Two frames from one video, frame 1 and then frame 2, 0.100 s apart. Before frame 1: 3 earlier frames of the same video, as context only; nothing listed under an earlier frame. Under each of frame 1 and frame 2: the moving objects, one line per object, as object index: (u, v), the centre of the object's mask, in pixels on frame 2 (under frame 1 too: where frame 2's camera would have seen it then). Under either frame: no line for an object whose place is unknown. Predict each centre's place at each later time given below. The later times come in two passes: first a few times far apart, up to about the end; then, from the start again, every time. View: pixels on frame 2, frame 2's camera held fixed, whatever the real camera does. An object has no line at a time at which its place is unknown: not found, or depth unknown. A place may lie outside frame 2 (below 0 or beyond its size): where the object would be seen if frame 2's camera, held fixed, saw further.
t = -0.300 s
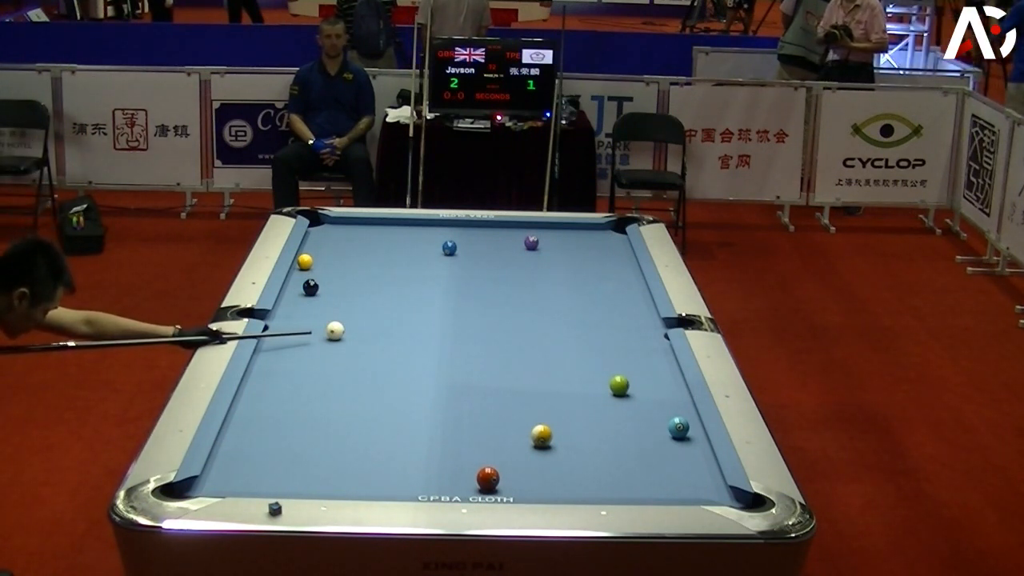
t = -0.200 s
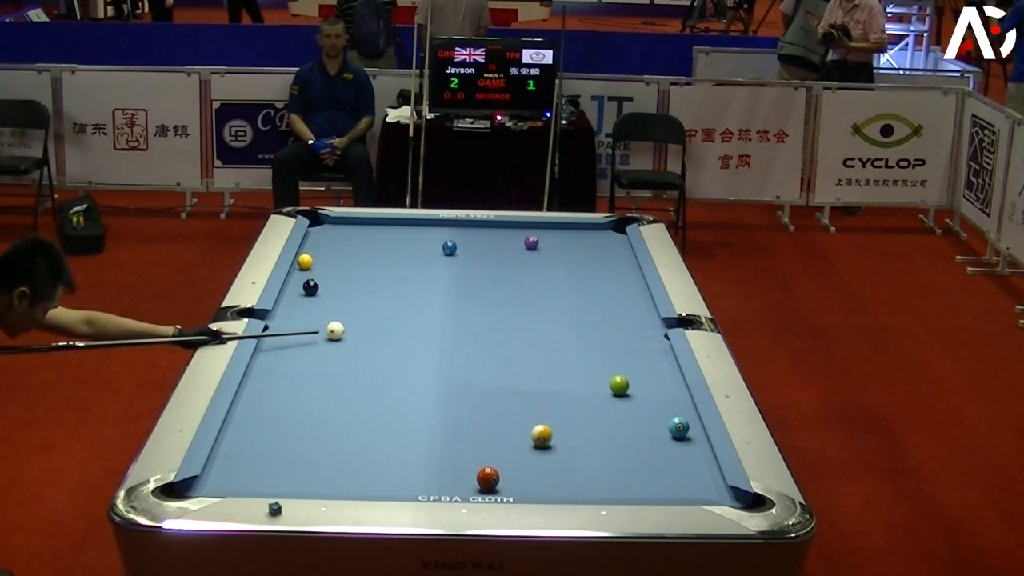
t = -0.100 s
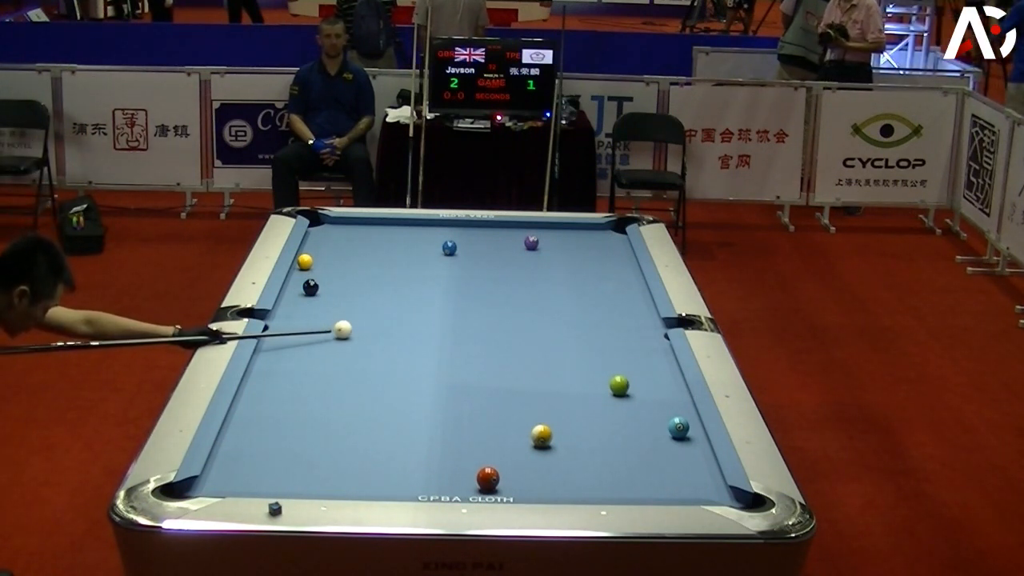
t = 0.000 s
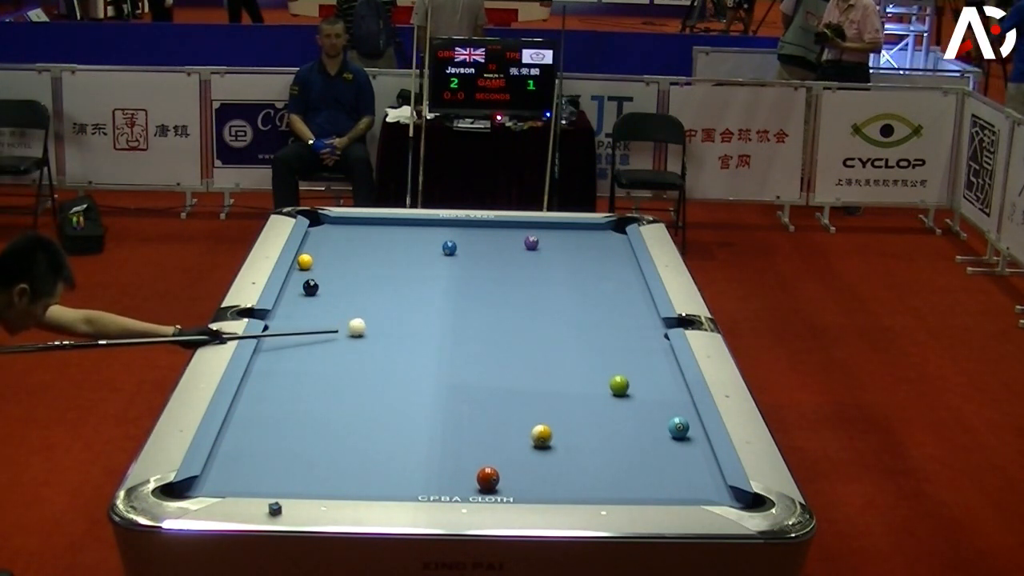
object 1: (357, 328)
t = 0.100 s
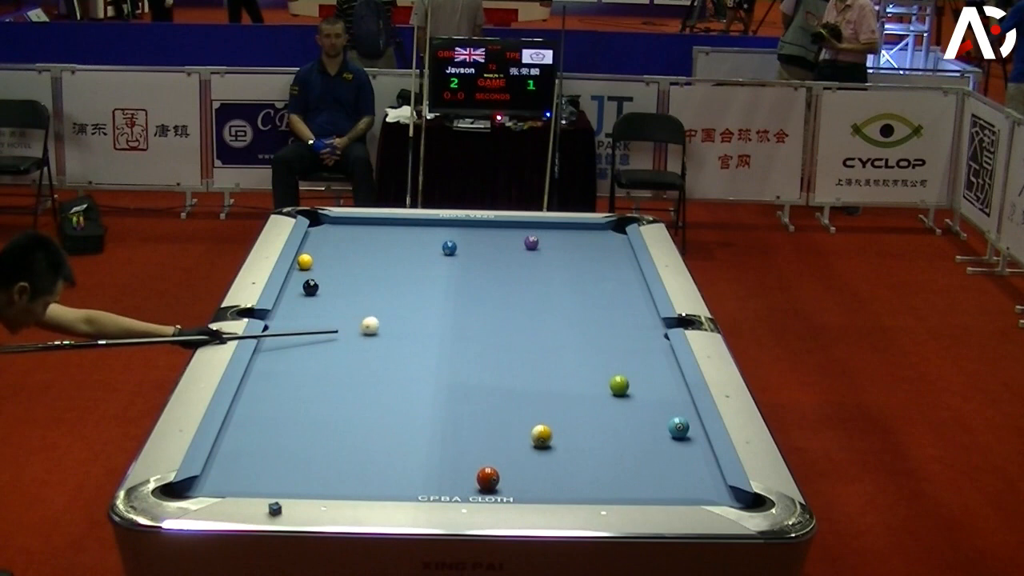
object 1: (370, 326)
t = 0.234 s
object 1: (387, 323)
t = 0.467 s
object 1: (415, 319)
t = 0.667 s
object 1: (438, 316)
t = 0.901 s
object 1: (463, 312)
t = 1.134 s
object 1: (487, 309)
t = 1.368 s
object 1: (509, 306)
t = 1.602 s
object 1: (530, 303)
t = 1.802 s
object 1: (546, 301)
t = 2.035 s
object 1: (564, 299)
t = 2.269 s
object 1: (580, 296)
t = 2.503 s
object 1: (595, 294)
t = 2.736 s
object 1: (609, 293)
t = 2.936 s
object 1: (619, 291)
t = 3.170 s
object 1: (631, 290)
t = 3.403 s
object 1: (640, 288)
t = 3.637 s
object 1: (635, 287)
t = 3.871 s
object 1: (631, 287)
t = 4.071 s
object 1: (629, 286)
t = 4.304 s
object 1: (627, 286)
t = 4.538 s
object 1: (626, 286)
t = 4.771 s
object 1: (626, 286)
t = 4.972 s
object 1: (626, 286)
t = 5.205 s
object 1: (626, 286)
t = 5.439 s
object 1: (626, 286)
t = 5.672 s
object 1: (626, 286)
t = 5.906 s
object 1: (626, 286)
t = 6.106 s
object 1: (626, 286)
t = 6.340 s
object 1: (626, 285)
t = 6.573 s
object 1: (626, 285)
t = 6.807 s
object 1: (626, 286)
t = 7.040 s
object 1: (626, 286)
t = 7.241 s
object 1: (626, 286)
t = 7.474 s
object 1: (626, 286)
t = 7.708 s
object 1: (626, 286)
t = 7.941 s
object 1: (626, 286)
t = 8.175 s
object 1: (626, 286)
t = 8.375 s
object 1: (626, 286)
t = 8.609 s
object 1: (626, 286)
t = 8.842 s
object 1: (626, 286)
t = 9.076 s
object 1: (626, 286)
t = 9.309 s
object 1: (626, 286)
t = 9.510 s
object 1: (626, 286)
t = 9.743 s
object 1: (626, 286)
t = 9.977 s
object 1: (626, 286)
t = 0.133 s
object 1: (374, 325)
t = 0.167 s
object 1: (378, 325)
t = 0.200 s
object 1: (382, 324)
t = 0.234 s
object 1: (387, 323)
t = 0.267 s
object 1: (391, 323)
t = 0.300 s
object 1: (395, 322)
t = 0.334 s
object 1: (399, 321)
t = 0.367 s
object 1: (403, 321)
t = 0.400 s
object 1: (407, 320)
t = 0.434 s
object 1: (411, 320)
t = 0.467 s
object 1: (415, 319)
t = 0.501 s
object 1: (419, 319)
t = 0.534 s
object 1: (423, 318)
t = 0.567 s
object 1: (427, 317)
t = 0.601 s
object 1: (430, 317)
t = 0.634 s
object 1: (434, 317)
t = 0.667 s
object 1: (438, 316)
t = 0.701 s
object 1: (442, 315)
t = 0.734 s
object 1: (446, 315)
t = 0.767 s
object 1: (449, 314)
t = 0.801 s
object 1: (453, 314)
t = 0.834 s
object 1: (456, 313)
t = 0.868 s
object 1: (460, 313)
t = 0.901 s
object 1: (463, 312)
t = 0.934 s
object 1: (467, 312)
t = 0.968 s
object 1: (470, 312)
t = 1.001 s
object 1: (474, 311)
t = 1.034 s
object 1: (477, 310)
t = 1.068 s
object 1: (481, 310)
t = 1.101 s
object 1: (484, 310)
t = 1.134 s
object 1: (487, 309)
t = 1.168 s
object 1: (491, 309)
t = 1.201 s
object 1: (494, 308)
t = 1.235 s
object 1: (497, 308)
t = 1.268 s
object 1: (500, 307)
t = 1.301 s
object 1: (503, 307)
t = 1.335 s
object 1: (506, 306)
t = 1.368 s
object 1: (509, 306)
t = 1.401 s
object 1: (512, 306)
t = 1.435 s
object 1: (515, 305)
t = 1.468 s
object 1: (518, 305)
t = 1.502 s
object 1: (521, 305)
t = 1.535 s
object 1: (524, 304)
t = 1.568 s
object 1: (527, 304)
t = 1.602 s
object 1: (530, 303)
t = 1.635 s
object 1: (533, 303)
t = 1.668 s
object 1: (536, 303)
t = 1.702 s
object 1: (538, 302)
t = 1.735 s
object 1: (541, 302)
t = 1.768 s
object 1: (544, 301)
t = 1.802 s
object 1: (546, 301)
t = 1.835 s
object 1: (549, 301)
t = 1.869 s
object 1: (551, 300)
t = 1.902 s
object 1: (554, 300)
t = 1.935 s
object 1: (556, 300)
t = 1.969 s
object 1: (559, 299)
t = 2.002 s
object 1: (562, 299)
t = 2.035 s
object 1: (564, 299)
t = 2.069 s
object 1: (566, 298)
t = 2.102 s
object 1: (569, 298)
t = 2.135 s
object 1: (571, 298)
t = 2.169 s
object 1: (573, 297)
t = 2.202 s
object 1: (576, 297)
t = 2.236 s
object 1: (578, 296)
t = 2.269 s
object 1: (580, 296)
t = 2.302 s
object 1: (582, 296)
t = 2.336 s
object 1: (584, 296)
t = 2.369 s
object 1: (587, 295)
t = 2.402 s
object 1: (589, 295)
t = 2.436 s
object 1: (591, 295)
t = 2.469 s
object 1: (593, 295)
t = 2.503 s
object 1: (595, 294)
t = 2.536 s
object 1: (597, 294)
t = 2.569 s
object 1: (599, 294)
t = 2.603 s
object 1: (601, 294)
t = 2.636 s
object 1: (603, 293)
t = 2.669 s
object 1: (605, 293)
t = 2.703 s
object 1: (607, 293)
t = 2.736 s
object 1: (609, 293)
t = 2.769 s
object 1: (611, 292)
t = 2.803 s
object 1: (612, 292)
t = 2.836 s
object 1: (614, 292)
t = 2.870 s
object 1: (616, 291)
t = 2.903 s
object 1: (618, 291)
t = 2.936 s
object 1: (619, 291)
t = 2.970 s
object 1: (621, 291)
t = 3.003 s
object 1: (623, 291)
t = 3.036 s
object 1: (624, 291)
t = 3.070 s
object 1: (626, 291)
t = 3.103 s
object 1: (628, 290)
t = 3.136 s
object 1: (629, 290)
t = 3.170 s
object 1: (631, 290)
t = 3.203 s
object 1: (632, 289)
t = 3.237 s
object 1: (634, 289)
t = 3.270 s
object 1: (635, 289)
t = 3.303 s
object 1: (637, 289)
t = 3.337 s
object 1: (638, 289)
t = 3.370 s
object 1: (639, 288)
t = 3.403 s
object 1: (640, 288)
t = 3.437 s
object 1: (639, 288)
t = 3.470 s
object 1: (638, 288)
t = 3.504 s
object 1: (638, 288)
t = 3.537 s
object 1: (637, 288)
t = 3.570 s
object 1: (637, 288)
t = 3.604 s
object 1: (636, 288)
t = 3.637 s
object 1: (635, 287)
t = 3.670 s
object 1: (635, 287)
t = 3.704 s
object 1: (634, 287)
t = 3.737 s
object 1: (633, 287)
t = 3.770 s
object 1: (633, 287)
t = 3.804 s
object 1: (632, 287)
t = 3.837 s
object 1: (632, 287)
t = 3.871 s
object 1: (631, 287)
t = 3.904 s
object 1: (631, 287)
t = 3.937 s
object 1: (630, 287)
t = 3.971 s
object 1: (630, 287)
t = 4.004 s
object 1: (629, 286)
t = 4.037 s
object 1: (629, 286)
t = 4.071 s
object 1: (629, 286)
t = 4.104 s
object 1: (628, 286)
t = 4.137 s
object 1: (628, 286)
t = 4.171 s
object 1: (627, 286)
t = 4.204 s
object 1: (627, 286)
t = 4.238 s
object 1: (627, 286)
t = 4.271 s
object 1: (627, 286)
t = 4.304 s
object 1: (627, 286)
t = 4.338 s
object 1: (627, 286)
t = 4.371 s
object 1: (627, 286)
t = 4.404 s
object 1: (627, 286)
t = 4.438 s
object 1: (626, 286)
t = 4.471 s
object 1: (626, 286)
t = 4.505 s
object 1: (626, 286)
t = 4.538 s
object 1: (626, 286)
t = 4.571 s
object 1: (626, 286)
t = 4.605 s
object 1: (626, 286)
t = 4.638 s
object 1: (626, 286)
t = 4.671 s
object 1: (626, 286)
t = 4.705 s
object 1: (626, 286)
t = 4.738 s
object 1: (626, 286)
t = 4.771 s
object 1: (626, 286)
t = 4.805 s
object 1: (626, 286)
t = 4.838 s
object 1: (626, 286)
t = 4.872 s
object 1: (626, 286)
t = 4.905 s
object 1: (626, 286)
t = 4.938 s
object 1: (626, 286)
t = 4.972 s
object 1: (626, 286)
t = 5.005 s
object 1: (626, 286)
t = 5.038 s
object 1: (626, 286)
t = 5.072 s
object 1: (626, 286)
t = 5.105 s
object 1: (626, 286)
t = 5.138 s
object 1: (626, 286)
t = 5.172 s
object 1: (626, 286)
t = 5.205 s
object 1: (626, 286)
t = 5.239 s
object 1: (626, 286)
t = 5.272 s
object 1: (626, 286)
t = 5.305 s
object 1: (626, 286)
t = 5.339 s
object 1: (626, 286)
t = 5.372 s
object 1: (626, 286)
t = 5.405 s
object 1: (626, 286)
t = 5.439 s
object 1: (626, 286)
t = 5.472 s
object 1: (626, 286)
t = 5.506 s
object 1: (626, 286)
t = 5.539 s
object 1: (626, 286)
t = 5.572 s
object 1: (626, 286)
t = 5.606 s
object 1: (626, 286)
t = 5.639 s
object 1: (626, 286)
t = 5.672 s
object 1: (626, 286)
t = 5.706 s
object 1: (626, 286)
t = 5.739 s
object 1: (626, 286)
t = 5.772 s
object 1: (626, 286)
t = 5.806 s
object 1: (626, 286)
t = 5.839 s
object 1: (626, 286)
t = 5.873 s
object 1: (626, 286)
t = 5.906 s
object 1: (626, 286)
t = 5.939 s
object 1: (626, 285)
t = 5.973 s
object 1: (626, 285)
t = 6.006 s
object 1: (626, 285)
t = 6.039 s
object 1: (626, 285)
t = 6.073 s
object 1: (626, 285)
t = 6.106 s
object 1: (626, 286)
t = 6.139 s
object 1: (626, 285)
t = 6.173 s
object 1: (626, 285)
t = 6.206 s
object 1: (626, 285)
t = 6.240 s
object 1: (626, 285)
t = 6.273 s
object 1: (626, 285)
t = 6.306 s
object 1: (626, 285)
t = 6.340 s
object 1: (626, 285)
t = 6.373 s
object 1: (626, 285)
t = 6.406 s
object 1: (626, 285)
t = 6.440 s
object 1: (626, 285)
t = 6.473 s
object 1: (626, 285)
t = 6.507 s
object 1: (626, 285)
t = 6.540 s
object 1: (626, 285)
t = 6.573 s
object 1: (626, 285)
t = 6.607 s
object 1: (626, 285)
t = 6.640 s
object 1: (626, 285)
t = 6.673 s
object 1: (626, 286)
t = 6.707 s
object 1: (626, 286)
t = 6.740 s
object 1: (626, 286)
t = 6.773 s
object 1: (626, 286)
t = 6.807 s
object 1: (626, 286)
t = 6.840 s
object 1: (626, 286)
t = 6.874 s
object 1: (626, 286)
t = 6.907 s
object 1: (626, 286)
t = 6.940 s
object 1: (626, 286)
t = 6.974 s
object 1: (626, 286)
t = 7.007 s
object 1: (626, 286)
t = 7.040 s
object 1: (626, 286)
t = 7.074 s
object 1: (626, 286)
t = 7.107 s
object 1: (626, 286)
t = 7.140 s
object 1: (626, 286)
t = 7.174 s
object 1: (626, 286)
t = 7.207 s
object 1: (626, 286)
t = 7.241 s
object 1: (626, 286)
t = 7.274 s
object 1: (626, 286)
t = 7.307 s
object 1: (626, 286)
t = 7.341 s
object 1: (626, 286)
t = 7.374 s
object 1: (626, 286)
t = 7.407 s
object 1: (626, 286)
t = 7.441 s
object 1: (626, 286)
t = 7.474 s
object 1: (626, 286)
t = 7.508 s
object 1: (626, 286)
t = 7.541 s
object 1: (626, 286)
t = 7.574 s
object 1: (626, 286)
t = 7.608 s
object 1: (626, 286)
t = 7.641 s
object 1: (626, 286)
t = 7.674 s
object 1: (626, 286)
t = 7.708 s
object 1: (626, 286)
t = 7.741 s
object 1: (626, 286)
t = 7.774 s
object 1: (626, 286)
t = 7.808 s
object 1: (626, 286)
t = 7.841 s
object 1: (626, 286)
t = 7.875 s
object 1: (626, 286)
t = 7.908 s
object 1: (626, 286)
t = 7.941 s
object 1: (626, 286)
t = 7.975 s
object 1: (626, 286)
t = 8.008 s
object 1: (626, 286)
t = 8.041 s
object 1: (626, 286)
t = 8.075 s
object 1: (626, 286)
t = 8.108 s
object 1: (626, 286)
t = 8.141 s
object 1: (626, 286)
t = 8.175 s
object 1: (626, 286)
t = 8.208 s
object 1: (626, 286)
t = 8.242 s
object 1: (626, 286)
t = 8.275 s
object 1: (626, 286)
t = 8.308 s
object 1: (626, 286)
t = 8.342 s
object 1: (626, 286)
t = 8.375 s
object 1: (626, 286)
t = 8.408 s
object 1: (626, 286)
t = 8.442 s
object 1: (626, 286)
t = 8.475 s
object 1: (626, 286)
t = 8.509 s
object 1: (626, 286)
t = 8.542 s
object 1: (626, 286)
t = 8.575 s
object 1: (626, 286)
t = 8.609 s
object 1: (626, 286)
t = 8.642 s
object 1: (626, 286)
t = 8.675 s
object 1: (626, 286)
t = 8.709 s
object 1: (626, 286)
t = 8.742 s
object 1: (626, 286)
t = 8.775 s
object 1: (626, 286)
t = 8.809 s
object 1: (626, 286)
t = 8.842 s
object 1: (626, 286)
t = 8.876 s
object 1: (626, 286)
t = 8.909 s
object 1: (626, 286)
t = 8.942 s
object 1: (626, 286)
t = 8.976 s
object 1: (626, 286)
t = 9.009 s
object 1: (626, 286)
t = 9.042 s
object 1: (626, 286)
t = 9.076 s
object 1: (626, 286)
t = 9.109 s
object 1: (626, 286)
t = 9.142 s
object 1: (626, 286)
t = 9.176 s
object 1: (626, 286)
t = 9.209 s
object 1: (626, 286)
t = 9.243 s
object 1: (626, 286)
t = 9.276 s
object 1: (626, 286)
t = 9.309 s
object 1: (626, 286)
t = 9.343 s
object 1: (626, 286)
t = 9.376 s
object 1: (626, 286)
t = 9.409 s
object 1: (626, 286)
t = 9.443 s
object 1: (626, 286)
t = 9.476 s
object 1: (626, 286)
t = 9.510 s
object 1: (626, 286)
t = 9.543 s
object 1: (626, 286)
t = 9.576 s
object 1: (626, 286)
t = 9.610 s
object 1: (626, 286)
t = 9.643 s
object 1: (625, 286)
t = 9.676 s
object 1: (626, 286)
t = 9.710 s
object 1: (626, 286)
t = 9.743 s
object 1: (626, 286)
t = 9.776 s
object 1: (625, 286)
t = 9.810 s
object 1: (625, 286)
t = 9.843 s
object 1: (625, 286)
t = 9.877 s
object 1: (625, 286)
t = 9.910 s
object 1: (625, 286)
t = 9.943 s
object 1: (626, 286)
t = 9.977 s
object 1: (626, 286)
